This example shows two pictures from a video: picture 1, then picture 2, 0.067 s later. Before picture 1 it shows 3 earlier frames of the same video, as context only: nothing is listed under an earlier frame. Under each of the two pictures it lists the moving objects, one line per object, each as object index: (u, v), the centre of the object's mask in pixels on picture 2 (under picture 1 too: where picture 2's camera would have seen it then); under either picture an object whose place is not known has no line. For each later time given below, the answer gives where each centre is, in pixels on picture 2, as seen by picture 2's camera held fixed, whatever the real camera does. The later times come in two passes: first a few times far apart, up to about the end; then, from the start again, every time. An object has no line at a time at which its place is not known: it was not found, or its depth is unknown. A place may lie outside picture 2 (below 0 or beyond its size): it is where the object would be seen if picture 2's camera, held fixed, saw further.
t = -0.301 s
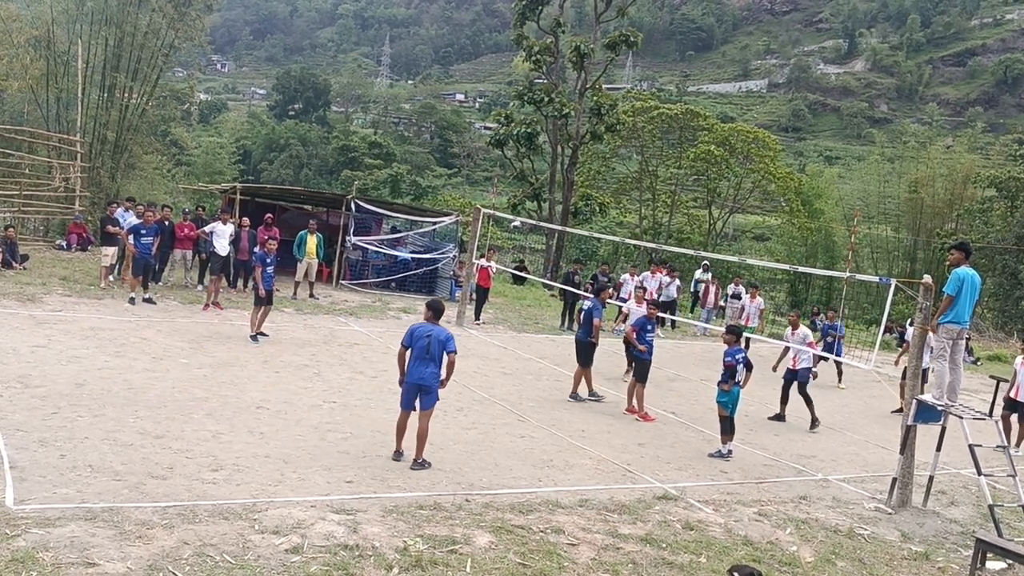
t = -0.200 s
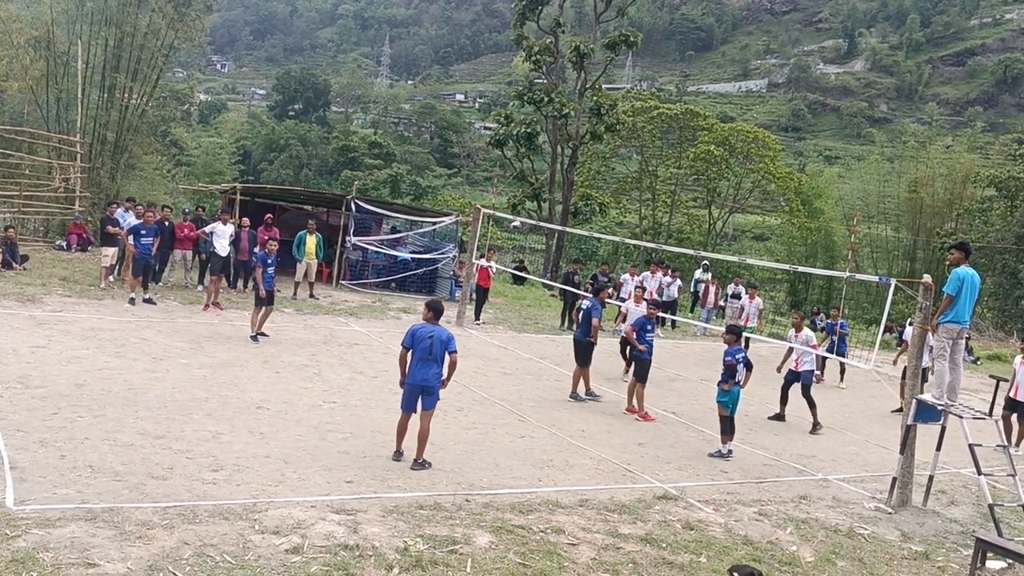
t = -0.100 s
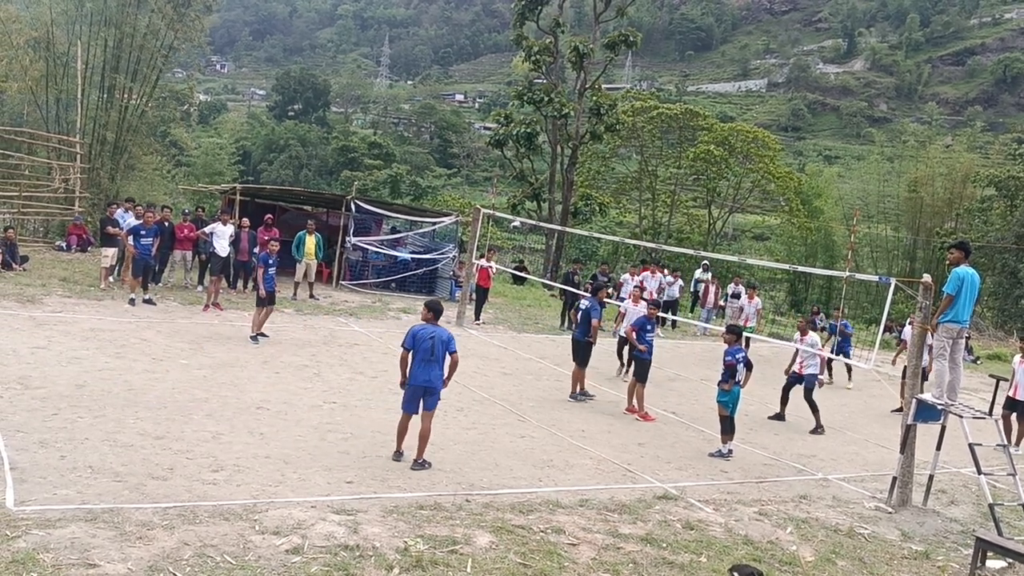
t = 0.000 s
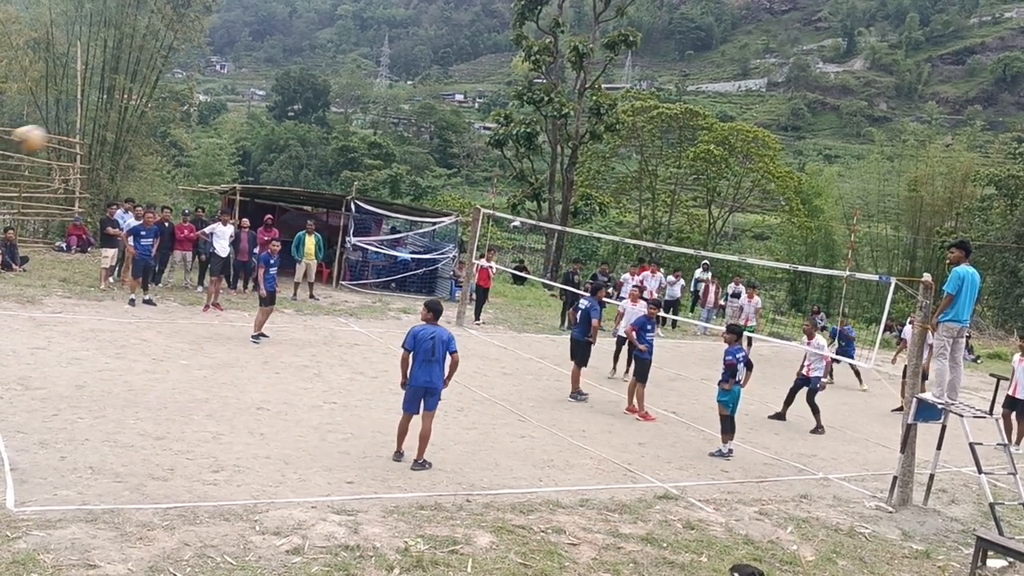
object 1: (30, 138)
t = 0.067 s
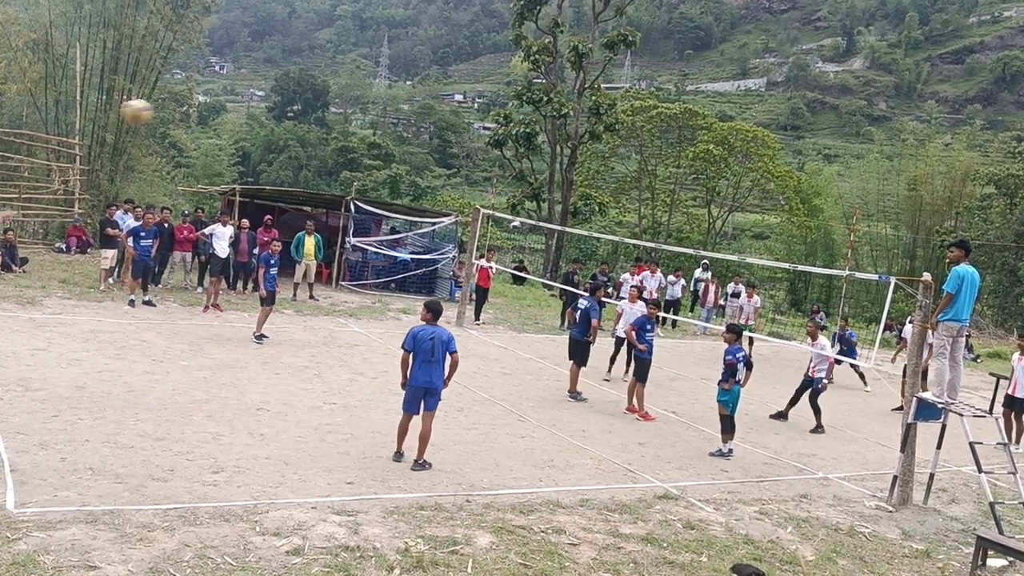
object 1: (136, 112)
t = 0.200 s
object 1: (308, 81)
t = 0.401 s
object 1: (495, 75)
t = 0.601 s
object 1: (625, 101)
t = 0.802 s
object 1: (717, 147)
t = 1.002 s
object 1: (784, 204)
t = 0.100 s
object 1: (183, 101)
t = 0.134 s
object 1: (228, 91)
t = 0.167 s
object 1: (269, 84)
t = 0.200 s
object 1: (308, 81)
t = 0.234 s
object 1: (344, 77)
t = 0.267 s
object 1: (377, 74)
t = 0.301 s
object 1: (410, 73)
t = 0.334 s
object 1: (439, 74)
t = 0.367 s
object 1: (467, 74)
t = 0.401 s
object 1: (495, 75)
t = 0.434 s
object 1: (520, 79)
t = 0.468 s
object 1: (544, 82)
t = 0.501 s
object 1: (565, 85)
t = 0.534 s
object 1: (586, 91)
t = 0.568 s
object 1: (607, 96)
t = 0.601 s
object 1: (625, 101)
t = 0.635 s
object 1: (643, 109)
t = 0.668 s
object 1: (660, 115)
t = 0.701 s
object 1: (675, 122)
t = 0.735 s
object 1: (690, 130)
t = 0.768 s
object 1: (704, 138)
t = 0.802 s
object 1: (717, 147)
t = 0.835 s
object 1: (731, 156)
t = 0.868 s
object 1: (743, 165)
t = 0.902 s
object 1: (754, 175)
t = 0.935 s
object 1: (764, 185)
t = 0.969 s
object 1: (775, 194)
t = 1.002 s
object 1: (784, 204)
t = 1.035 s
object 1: (792, 215)
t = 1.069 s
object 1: (802, 225)
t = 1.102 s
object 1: (810, 236)
